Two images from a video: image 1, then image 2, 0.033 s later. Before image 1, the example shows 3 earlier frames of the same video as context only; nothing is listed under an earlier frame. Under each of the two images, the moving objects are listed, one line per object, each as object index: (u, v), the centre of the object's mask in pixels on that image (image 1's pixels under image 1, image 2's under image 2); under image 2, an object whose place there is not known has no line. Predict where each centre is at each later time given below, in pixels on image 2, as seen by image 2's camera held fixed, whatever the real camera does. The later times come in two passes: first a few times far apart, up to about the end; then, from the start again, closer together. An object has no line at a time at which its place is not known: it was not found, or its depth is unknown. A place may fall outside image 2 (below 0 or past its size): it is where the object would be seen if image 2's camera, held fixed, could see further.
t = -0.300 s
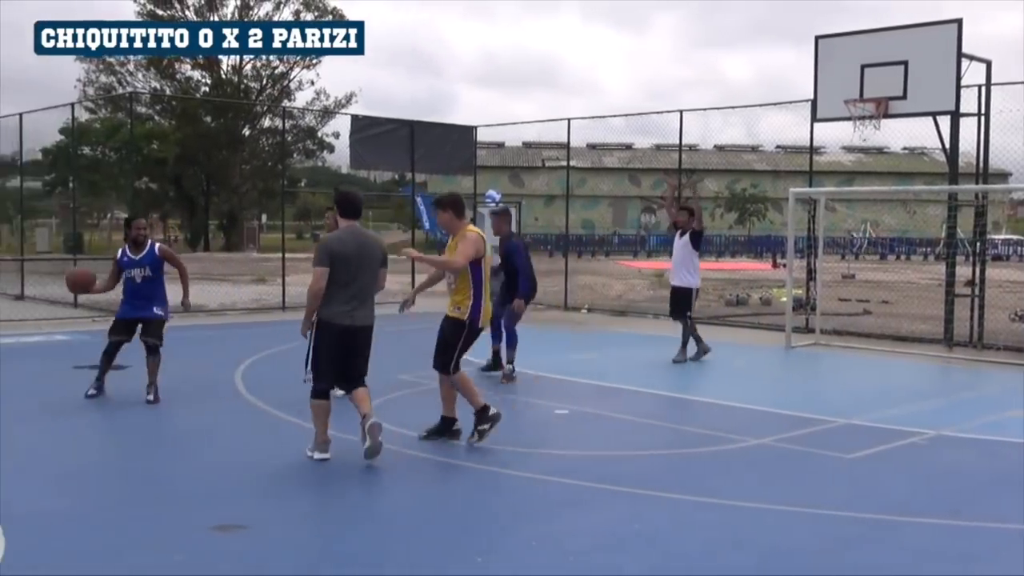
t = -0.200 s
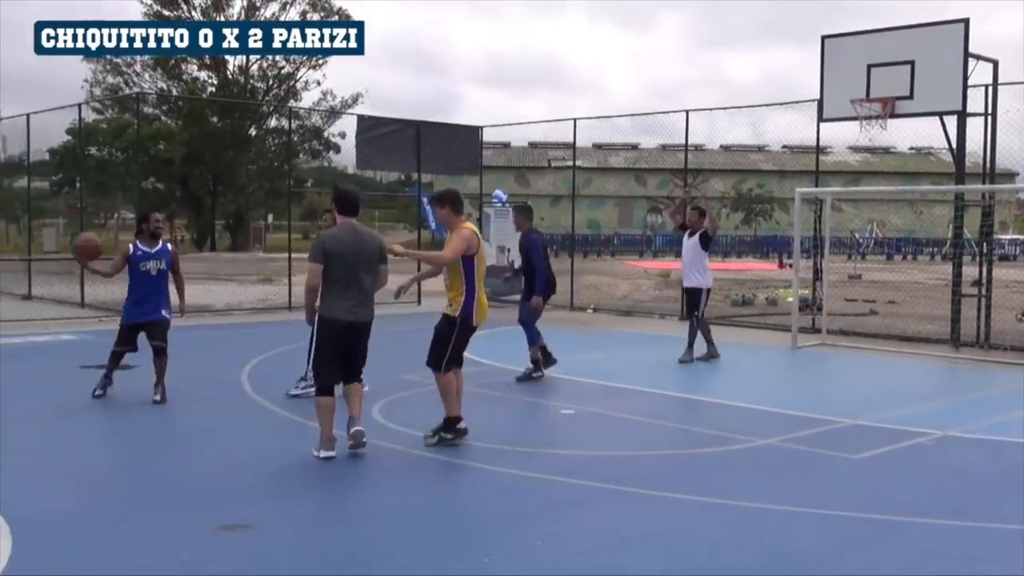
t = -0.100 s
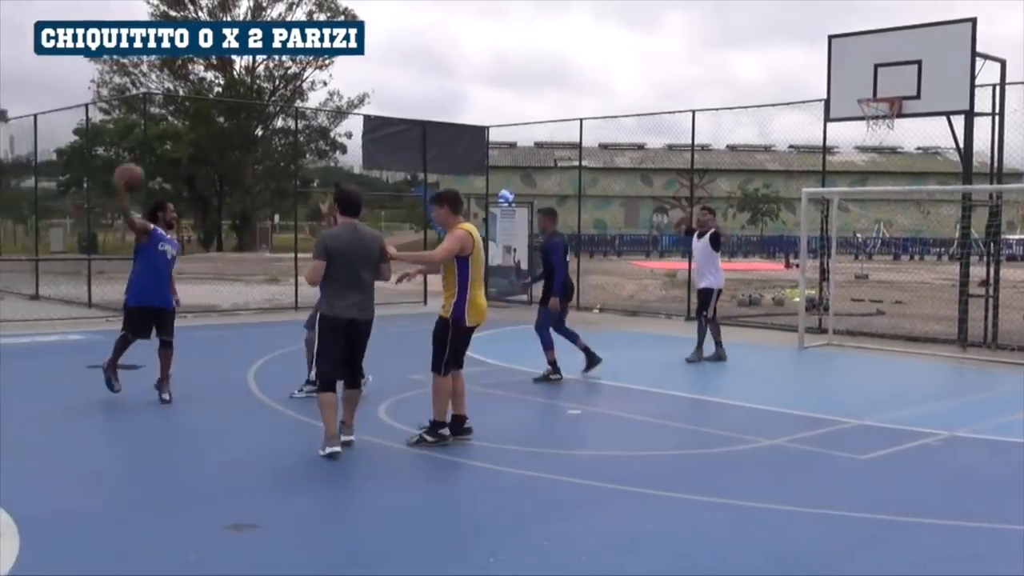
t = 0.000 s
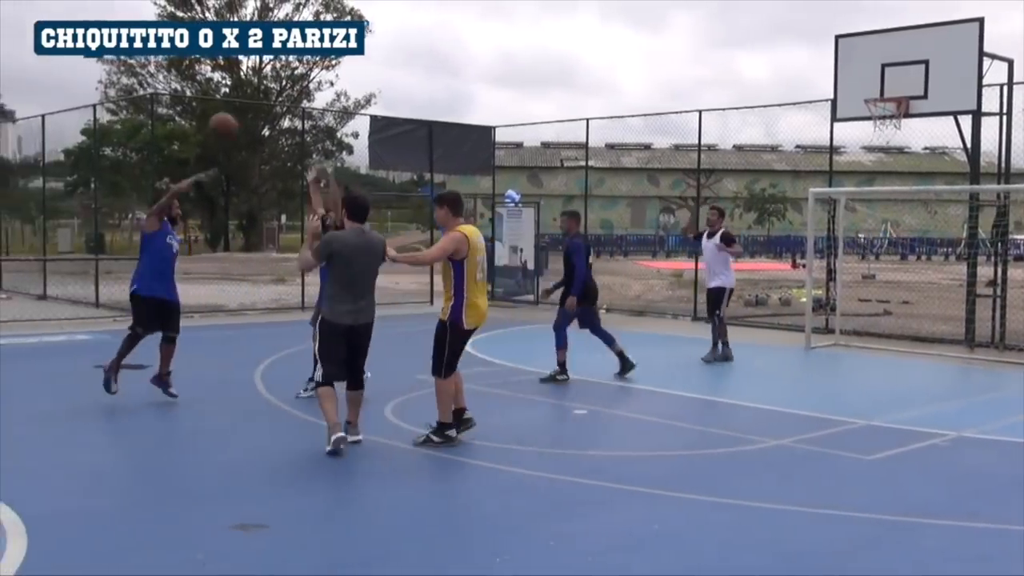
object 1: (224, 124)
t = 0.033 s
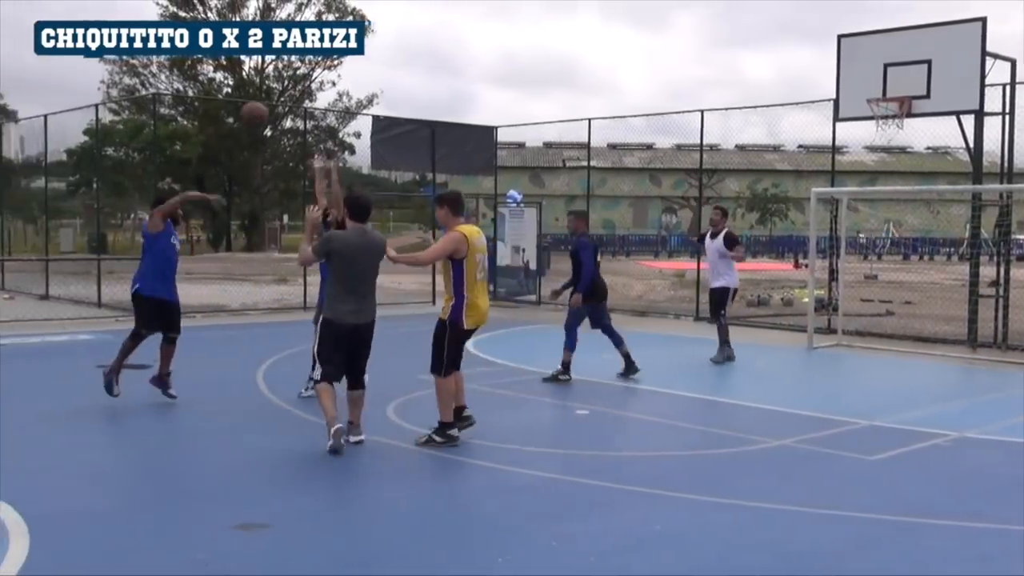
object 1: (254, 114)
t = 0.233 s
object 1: (414, 77)
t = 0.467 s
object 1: (559, 80)
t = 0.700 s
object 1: (673, 123)
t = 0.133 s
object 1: (340, 91)
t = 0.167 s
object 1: (365, 85)
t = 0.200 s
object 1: (390, 81)
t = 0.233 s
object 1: (414, 77)
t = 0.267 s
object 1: (436, 74)
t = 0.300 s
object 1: (459, 73)
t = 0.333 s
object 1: (480, 72)
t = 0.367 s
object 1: (501, 73)
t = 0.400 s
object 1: (521, 75)
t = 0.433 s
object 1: (540, 77)
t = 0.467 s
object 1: (559, 80)
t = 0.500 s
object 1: (577, 84)
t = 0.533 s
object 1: (594, 88)
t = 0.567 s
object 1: (611, 93)
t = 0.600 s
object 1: (627, 100)
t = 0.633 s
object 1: (643, 107)
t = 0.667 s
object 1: (658, 114)
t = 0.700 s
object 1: (673, 123)
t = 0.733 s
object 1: (688, 131)
